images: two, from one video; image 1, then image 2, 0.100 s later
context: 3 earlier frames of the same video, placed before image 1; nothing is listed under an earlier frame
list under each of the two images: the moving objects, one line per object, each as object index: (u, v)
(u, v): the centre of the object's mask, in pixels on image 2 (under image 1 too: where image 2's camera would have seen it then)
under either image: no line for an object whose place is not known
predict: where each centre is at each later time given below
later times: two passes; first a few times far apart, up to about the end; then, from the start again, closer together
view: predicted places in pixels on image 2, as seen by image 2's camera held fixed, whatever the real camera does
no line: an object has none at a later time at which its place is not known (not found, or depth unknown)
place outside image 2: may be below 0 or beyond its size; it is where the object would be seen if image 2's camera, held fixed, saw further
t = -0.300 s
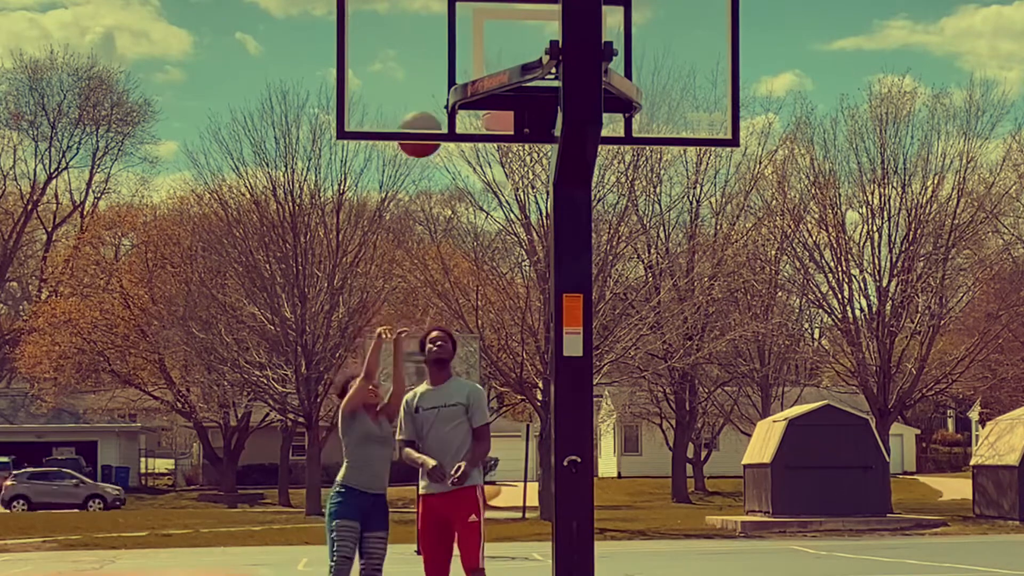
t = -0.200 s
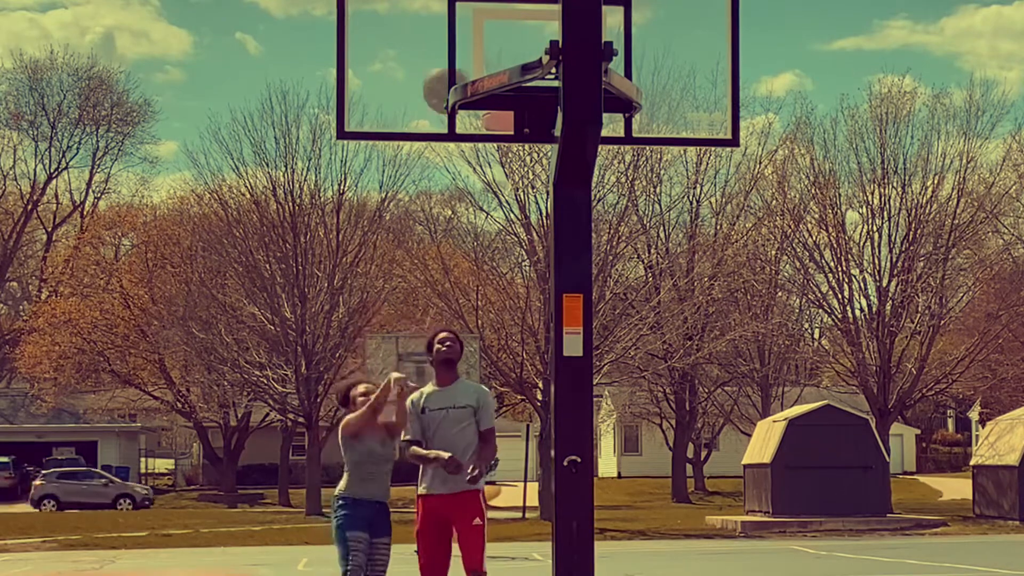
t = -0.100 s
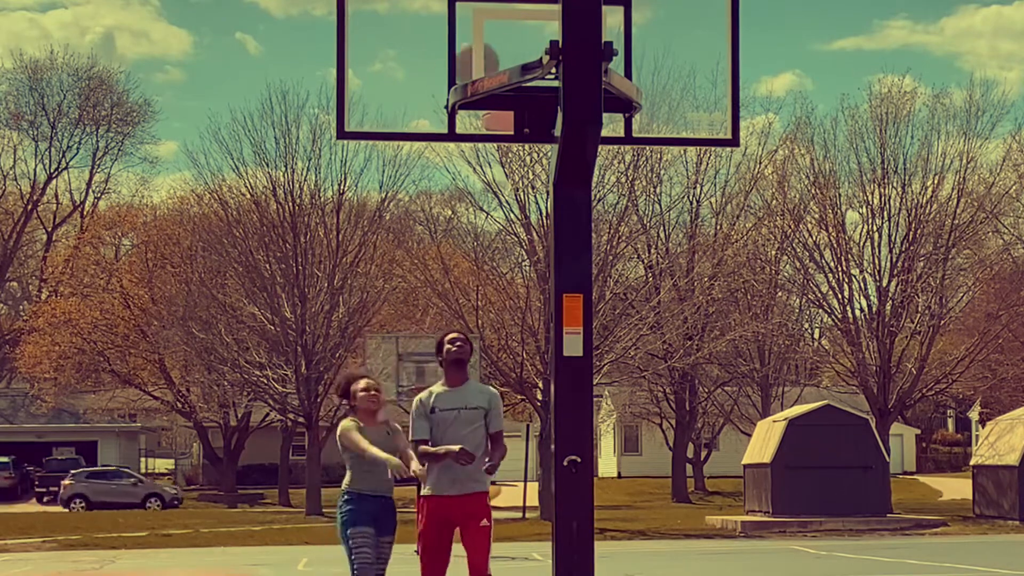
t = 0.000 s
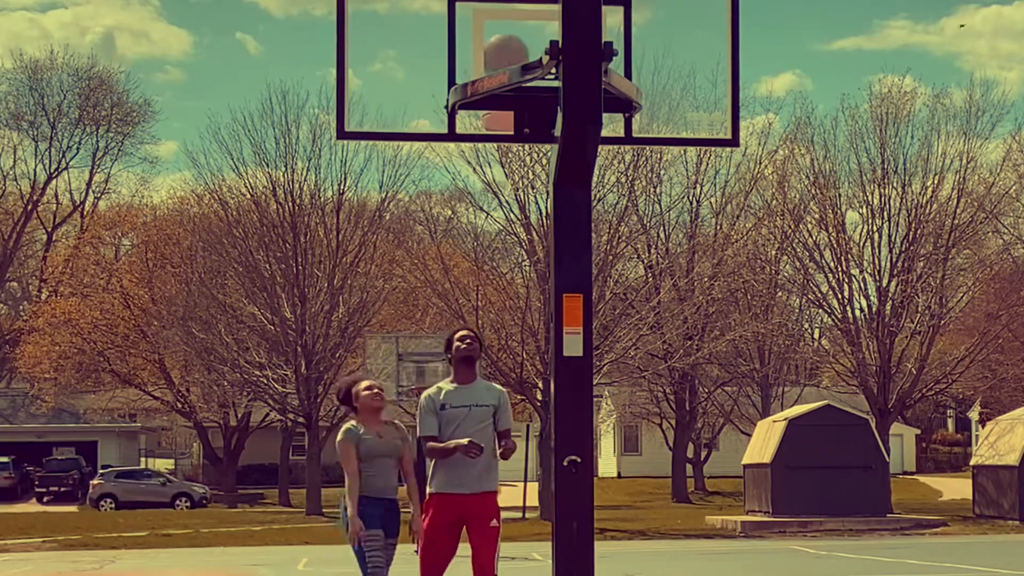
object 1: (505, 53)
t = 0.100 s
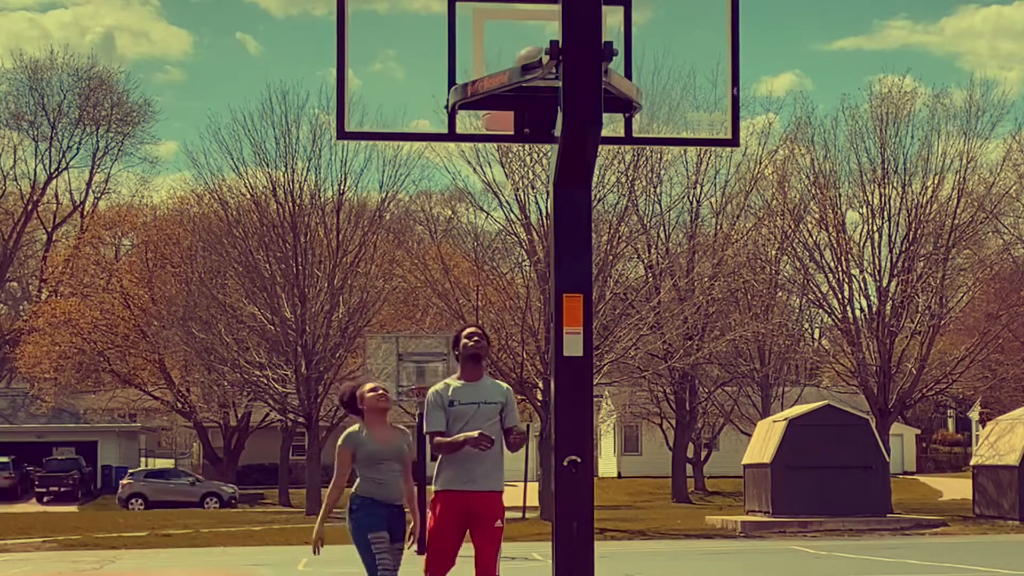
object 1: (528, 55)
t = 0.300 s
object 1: (501, 66)
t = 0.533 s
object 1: (382, 129)
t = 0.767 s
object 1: (261, 298)
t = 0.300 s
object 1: (501, 66)
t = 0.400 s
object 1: (443, 89)
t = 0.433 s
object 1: (430, 99)
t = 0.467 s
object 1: (417, 107)
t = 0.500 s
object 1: (399, 114)
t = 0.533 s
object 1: (382, 129)
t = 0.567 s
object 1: (364, 157)
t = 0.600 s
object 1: (346, 169)
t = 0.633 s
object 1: (328, 190)
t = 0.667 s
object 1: (311, 214)
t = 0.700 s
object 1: (295, 239)
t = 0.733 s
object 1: (277, 267)
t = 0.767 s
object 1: (261, 298)
